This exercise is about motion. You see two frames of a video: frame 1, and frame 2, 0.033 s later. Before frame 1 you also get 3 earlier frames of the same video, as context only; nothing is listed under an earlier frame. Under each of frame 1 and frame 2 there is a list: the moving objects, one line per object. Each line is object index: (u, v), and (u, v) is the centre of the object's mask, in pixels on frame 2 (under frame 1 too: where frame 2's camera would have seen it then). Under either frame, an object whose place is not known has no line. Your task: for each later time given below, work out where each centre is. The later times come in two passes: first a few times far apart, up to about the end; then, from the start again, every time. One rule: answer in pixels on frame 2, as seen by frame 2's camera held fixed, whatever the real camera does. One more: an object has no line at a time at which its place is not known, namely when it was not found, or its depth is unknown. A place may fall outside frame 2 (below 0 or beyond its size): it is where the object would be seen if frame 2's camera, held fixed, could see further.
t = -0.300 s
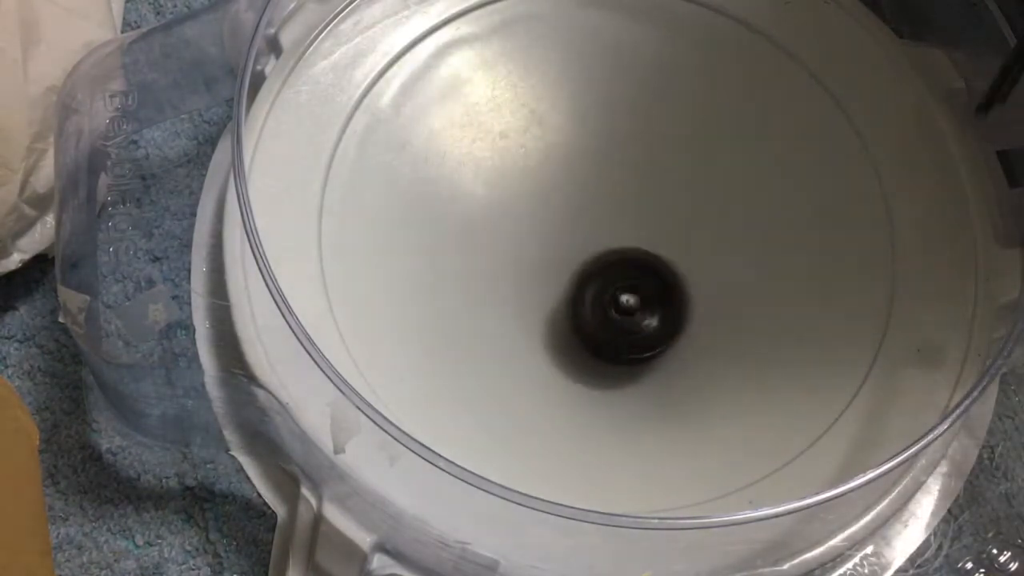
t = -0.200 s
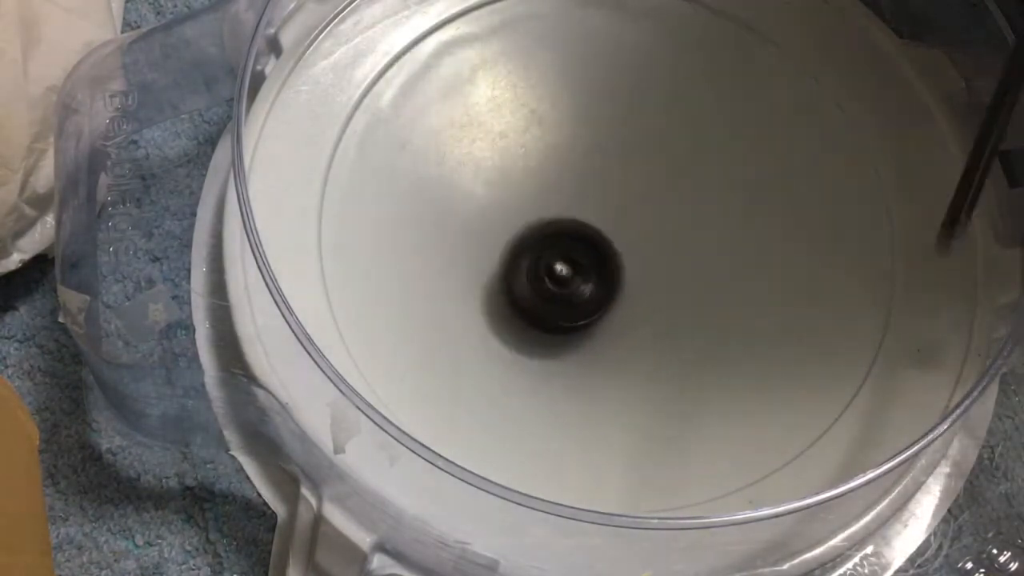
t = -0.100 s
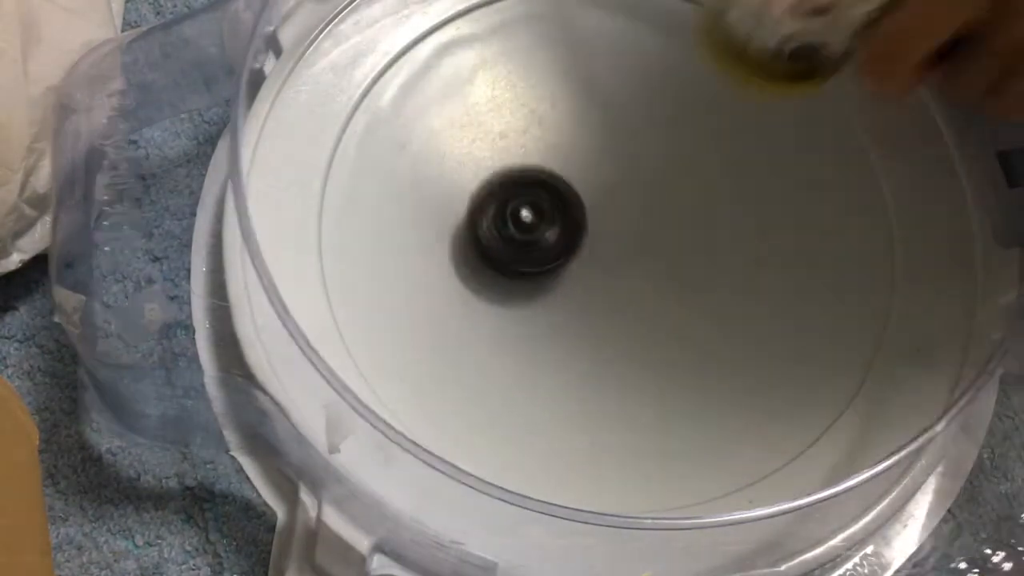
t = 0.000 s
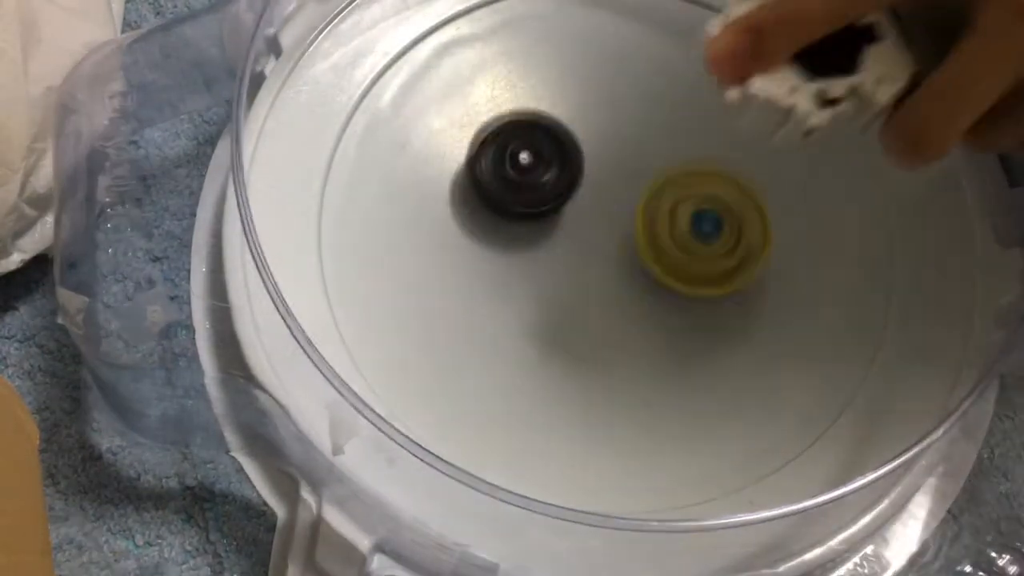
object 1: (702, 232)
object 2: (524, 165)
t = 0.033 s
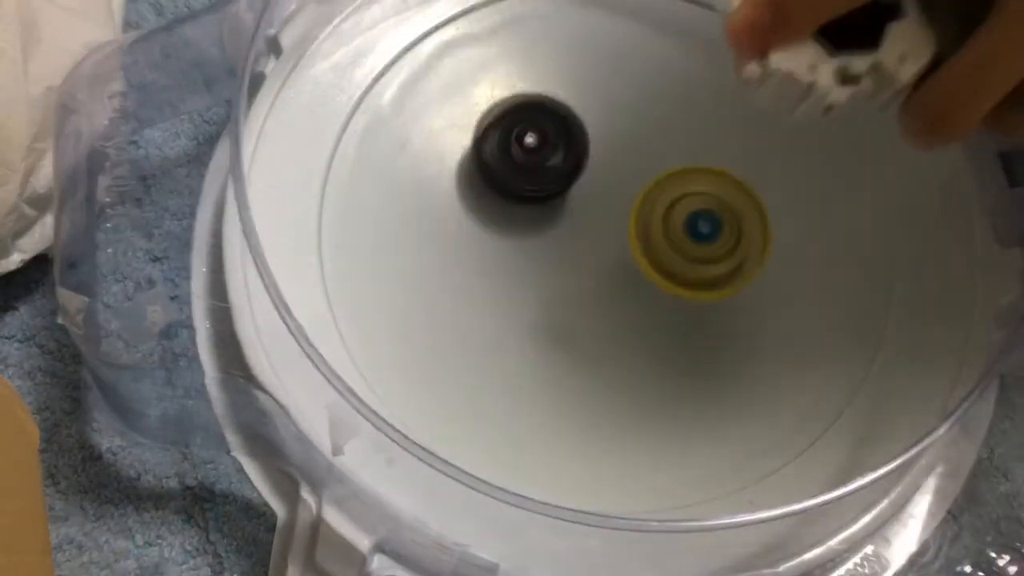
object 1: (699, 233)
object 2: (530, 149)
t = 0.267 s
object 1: (592, 351)
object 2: (633, 119)
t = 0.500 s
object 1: (588, 304)
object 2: (683, 219)
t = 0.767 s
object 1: (595, 350)
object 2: (683, 226)
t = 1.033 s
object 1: (658, 348)
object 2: (617, 217)
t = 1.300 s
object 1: (684, 303)
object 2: (593, 143)
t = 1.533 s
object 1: (635, 283)
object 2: (613, 114)
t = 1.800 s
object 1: (593, 283)
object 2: (598, 104)
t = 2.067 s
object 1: (581, 286)
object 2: (568, 139)
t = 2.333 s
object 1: (603, 266)
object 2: (518, 150)
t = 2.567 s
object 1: (641, 236)
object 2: (488, 144)
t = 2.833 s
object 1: (655, 176)
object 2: (483, 196)
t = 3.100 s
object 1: (614, 153)
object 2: (533, 246)
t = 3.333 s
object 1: (606, 154)
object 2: (558, 293)
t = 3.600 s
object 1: (615, 173)
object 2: (588, 311)
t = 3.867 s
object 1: (613, 178)
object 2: (653, 324)
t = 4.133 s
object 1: (611, 198)
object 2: (716, 323)
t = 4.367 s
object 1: (603, 209)
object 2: (725, 296)
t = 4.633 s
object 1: (574, 215)
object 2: (704, 236)
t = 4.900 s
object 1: (557, 240)
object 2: (680, 205)
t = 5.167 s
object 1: (556, 260)
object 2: (649, 160)
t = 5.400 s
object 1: (564, 257)
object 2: (626, 137)
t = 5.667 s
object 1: (566, 279)
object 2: (592, 140)
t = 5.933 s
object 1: (592, 299)
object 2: (547, 147)
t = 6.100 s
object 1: (605, 282)
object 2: (528, 175)
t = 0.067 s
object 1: (691, 245)
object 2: (538, 134)
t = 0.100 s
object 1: (676, 268)
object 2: (549, 124)
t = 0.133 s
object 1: (654, 305)
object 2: (564, 116)
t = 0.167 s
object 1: (633, 338)
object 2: (581, 112)
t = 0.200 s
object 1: (622, 336)
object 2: (600, 111)
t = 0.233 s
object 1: (608, 342)
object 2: (618, 113)
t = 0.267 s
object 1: (592, 351)
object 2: (633, 119)
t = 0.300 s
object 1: (585, 346)
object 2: (647, 129)
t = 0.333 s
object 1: (578, 342)
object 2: (659, 143)
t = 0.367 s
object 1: (574, 335)
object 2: (669, 158)
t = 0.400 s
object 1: (574, 326)
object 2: (676, 175)
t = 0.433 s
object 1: (578, 317)
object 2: (680, 192)
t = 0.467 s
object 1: (585, 307)
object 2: (681, 208)
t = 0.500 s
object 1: (588, 304)
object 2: (683, 219)
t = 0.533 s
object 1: (582, 310)
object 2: (693, 220)
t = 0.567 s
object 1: (581, 314)
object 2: (699, 222)
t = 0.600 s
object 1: (582, 318)
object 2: (700, 226)
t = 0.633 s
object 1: (587, 321)
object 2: (698, 230)
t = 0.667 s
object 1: (593, 324)
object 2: (692, 235)
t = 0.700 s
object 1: (598, 328)
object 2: (686, 238)
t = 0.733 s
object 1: (595, 340)
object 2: (686, 232)
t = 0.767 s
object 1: (595, 350)
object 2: (683, 226)
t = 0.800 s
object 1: (598, 358)
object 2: (678, 220)
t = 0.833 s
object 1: (604, 364)
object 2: (670, 217)
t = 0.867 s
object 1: (613, 369)
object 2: (660, 214)
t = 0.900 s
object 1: (622, 370)
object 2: (650, 213)
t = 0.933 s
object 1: (631, 369)
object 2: (640, 213)
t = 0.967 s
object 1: (641, 365)
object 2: (631, 214)
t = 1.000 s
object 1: (650, 357)
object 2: (623, 215)
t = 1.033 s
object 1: (658, 348)
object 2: (617, 217)
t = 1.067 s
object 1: (663, 336)
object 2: (613, 217)
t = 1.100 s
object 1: (670, 334)
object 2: (608, 209)
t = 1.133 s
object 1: (678, 338)
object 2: (600, 192)
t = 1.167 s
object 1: (684, 336)
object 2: (595, 177)
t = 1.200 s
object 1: (688, 330)
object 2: (592, 165)
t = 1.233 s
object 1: (689, 322)
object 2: (590, 155)
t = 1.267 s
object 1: (688, 313)
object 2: (590, 148)
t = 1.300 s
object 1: (684, 303)
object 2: (593, 143)
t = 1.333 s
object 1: (679, 292)
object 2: (597, 140)
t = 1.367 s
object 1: (672, 281)
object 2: (602, 140)
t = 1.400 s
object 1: (663, 270)
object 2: (609, 142)
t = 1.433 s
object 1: (653, 261)
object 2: (615, 146)
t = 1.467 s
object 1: (648, 270)
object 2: (615, 136)
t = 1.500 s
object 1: (643, 278)
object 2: (614, 123)
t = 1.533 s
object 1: (635, 283)
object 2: (613, 114)
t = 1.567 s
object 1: (626, 286)
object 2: (611, 106)
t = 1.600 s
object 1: (616, 289)
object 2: (610, 100)
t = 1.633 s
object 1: (608, 292)
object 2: (608, 97)
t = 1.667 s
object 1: (602, 292)
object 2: (606, 95)
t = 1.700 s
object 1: (598, 291)
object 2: (604, 94)
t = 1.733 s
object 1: (595, 290)
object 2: (602, 96)
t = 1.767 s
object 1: (593, 287)
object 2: (600, 99)
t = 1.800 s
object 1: (593, 283)
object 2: (598, 104)
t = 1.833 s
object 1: (593, 279)
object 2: (596, 110)
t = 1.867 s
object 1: (592, 276)
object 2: (593, 117)
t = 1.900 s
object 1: (590, 272)
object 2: (591, 126)
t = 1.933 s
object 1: (587, 269)
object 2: (588, 135)
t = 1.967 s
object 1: (583, 266)
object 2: (584, 144)
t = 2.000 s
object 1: (581, 275)
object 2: (579, 141)
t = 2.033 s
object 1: (580, 282)
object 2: (574, 140)
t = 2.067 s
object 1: (581, 286)
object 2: (568, 139)
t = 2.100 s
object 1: (582, 288)
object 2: (561, 140)
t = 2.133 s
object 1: (584, 287)
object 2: (554, 140)
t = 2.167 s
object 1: (586, 285)
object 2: (547, 142)
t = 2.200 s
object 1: (588, 281)
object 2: (541, 144)
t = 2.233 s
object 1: (590, 276)
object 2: (536, 146)
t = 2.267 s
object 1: (592, 270)
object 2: (531, 150)
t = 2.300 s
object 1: (593, 263)
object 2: (527, 154)
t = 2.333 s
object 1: (603, 266)
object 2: (518, 150)
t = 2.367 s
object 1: (613, 268)
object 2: (509, 144)
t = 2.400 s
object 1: (621, 267)
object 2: (501, 141)
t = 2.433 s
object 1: (628, 264)
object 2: (496, 139)
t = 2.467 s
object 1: (634, 259)
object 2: (491, 138)
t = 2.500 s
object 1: (637, 252)
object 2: (489, 139)
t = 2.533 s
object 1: (640, 245)
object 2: (488, 141)
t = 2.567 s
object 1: (641, 236)
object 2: (488, 144)
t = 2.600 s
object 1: (640, 228)
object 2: (490, 149)
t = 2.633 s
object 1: (638, 218)
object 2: (493, 155)
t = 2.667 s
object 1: (635, 209)
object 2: (498, 162)
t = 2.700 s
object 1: (631, 200)
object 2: (503, 170)
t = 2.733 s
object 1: (636, 193)
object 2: (498, 177)
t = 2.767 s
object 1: (646, 187)
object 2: (489, 183)
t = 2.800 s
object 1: (652, 181)
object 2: (484, 189)
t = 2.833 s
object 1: (655, 176)
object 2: (483, 196)
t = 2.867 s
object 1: (654, 171)
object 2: (485, 203)
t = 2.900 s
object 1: (652, 166)
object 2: (489, 209)
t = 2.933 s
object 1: (647, 161)
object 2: (494, 215)
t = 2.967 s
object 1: (640, 157)
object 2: (501, 221)
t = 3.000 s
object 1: (632, 155)
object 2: (509, 227)
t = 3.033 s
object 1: (625, 153)
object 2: (518, 232)
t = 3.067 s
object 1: (618, 154)
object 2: (528, 238)
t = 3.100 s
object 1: (614, 153)
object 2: (533, 246)
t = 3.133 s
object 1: (613, 150)
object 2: (537, 257)
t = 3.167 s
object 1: (612, 148)
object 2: (540, 266)
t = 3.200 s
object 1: (611, 147)
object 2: (543, 273)
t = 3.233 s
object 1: (609, 147)
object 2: (546, 280)
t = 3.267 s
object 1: (608, 148)
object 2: (550, 285)
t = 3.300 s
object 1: (607, 151)
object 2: (554, 290)
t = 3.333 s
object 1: (606, 154)
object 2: (558, 293)
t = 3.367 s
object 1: (605, 158)
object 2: (563, 297)
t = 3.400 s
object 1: (605, 163)
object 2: (568, 299)
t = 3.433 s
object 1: (605, 167)
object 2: (571, 300)
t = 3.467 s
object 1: (606, 172)
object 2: (574, 300)
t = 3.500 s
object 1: (607, 177)
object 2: (578, 300)
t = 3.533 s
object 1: (608, 181)
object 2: (582, 298)
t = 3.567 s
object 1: (612, 178)
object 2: (585, 304)
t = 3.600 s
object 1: (615, 173)
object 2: (588, 311)
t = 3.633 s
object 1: (616, 168)
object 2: (594, 317)
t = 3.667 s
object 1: (616, 166)
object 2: (601, 321)
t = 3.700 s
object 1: (615, 165)
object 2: (609, 323)
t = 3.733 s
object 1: (614, 165)
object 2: (617, 325)
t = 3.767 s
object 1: (613, 167)
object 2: (626, 326)
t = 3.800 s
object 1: (613, 170)
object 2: (636, 326)
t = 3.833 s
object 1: (613, 174)
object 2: (644, 325)
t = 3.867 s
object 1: (613, 178)
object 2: (653, 324)
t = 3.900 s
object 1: (614, 183)
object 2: (661, 323)
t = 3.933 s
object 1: (615, 188)
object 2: (669, 321)
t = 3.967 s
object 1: (617, 194)
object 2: (676, 318)
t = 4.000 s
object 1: (618, 199)
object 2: (682, 315)
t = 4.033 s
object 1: (620, 205)
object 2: (688, 311)
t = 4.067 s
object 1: (618, 204)
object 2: (697, 314)
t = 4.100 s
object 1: (614, 200)
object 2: (708, 320)
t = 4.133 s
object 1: (611, 198)
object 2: (716, 323)
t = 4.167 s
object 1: (608, 197)
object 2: (722, 324)
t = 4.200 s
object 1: (606, 198)
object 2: (727, 323)
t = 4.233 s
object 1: (604, 199)
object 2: (730, 321)
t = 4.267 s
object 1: (603, 201)
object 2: (732, 316)
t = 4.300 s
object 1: (603, 204)
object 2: (731, 311)
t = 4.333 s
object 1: (603, 206)
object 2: (729, 304)
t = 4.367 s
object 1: (603, 209)
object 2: (725, 296)
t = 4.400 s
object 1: (604, 212)
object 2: (720, 287)
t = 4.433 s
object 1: (602, 214)
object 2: (717, 278)
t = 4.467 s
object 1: (594, 211)
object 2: (719, 273)
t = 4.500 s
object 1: (587, 211)
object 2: (720, 266)
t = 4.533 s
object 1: (583, 211)
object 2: (718, 257)
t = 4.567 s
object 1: (579, 212)
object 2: (714, 250)
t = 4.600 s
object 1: (576, 213)
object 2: (709, 243)
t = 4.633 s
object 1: (574, 215)
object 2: (704, 236)
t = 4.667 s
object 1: (567, 215)
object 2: (704, 230)
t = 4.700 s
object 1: (561, 217)
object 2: (704, 224)
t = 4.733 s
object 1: (556, 220)
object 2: (703, 219)
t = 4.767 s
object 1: (554, 224)
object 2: (700, 215)
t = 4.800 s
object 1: (553, 228)
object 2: (696, 212)
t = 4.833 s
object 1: (554, 232)
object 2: (691, 210)
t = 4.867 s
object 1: (556, 236)
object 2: (686, 208)
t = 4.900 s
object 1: (557, 240)
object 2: (680, 205)
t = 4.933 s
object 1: (555, 244)
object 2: (678, 201)
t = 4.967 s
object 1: (555, 248)
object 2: (674, 197)
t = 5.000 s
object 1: (556, 250)
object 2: (669, 192)
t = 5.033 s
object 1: (555, 253)
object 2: (664, 186)
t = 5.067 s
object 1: (553, 257)
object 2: (662, 178)
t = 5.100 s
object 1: (552, 260)
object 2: (658, 170)
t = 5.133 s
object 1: (554, 261)
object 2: (654, 164)
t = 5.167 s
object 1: (556, 260)
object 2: (649, 160)
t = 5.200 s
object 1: (560, 257)
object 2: (643, 157)
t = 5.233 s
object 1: (564, 253)
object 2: (639, 156)
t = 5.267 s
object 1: (565, 253)
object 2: (637, 152)
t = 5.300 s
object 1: (563, 255)
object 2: (636, 145)
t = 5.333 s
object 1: (563, 256)
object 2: (633, 141)
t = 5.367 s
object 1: (563, 257)
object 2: (631, 139)
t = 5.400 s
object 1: (564, 257)
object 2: (626, 137)
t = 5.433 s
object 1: (564, 257)
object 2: (621, 138)
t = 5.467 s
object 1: (565, 257)
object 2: (615, 140)
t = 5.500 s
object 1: (566, 256)
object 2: (608, 143)
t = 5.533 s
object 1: (563, 262)
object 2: (604, 142)
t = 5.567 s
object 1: (562, 269)
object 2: (602, 138)
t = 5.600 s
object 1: (562, 274)
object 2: (599, 137)
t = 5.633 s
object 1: (564, 278)
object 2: (596, 138)
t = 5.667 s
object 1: (566, 279)
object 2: (592, 140)
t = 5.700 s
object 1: (569, 279)
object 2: (586, 144)
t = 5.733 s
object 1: (572, 277)
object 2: (580, 148)
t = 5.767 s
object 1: (574, 275)
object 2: (573, 153)
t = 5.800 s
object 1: (575, 284)
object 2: (568, 149)
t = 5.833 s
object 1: (578, 292)
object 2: (563, 145)
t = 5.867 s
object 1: (582, 297)
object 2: (557, 143)
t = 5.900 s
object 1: (587, 299)
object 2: (553, 144)
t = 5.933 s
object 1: (592, 299)
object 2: (547, 147)
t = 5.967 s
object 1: (596, 297)
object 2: (542, 150)
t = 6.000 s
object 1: (599, 295)
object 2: (537, 155)
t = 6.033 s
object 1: (602, 291)
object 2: (533, 161)
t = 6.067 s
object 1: (604, 287)
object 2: (530, 167)
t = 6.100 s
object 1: (605, 282)
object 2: (528, 175)
